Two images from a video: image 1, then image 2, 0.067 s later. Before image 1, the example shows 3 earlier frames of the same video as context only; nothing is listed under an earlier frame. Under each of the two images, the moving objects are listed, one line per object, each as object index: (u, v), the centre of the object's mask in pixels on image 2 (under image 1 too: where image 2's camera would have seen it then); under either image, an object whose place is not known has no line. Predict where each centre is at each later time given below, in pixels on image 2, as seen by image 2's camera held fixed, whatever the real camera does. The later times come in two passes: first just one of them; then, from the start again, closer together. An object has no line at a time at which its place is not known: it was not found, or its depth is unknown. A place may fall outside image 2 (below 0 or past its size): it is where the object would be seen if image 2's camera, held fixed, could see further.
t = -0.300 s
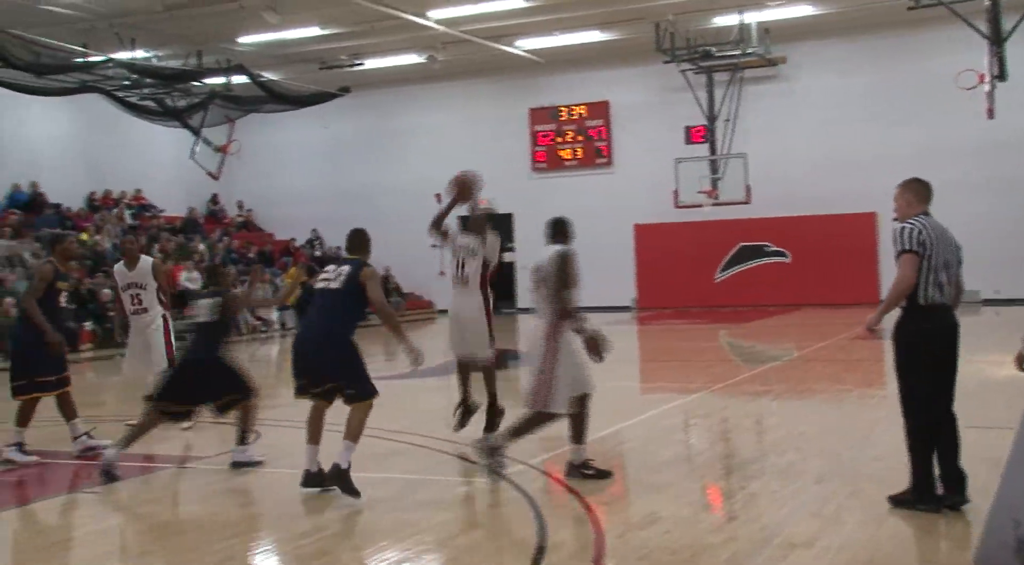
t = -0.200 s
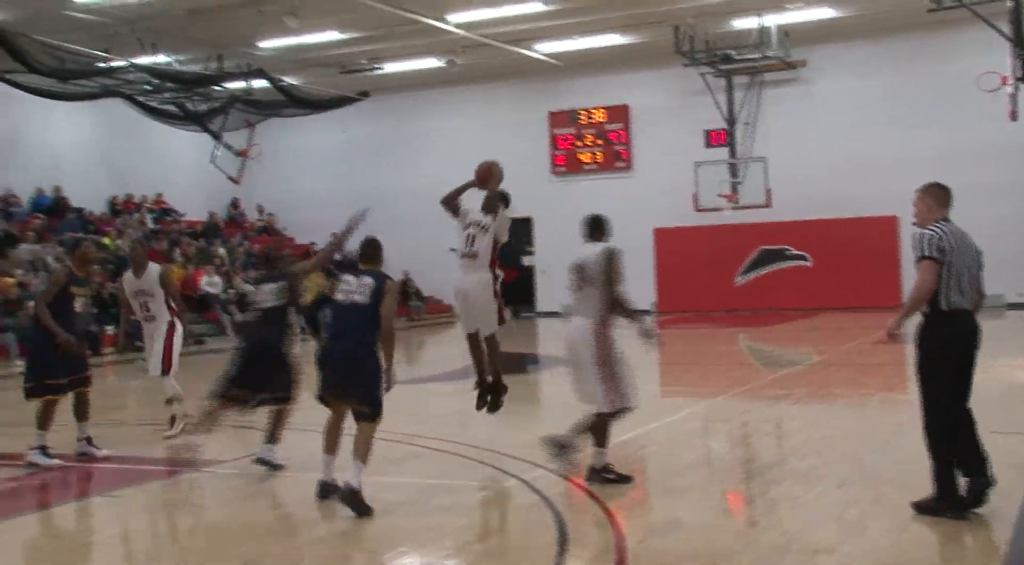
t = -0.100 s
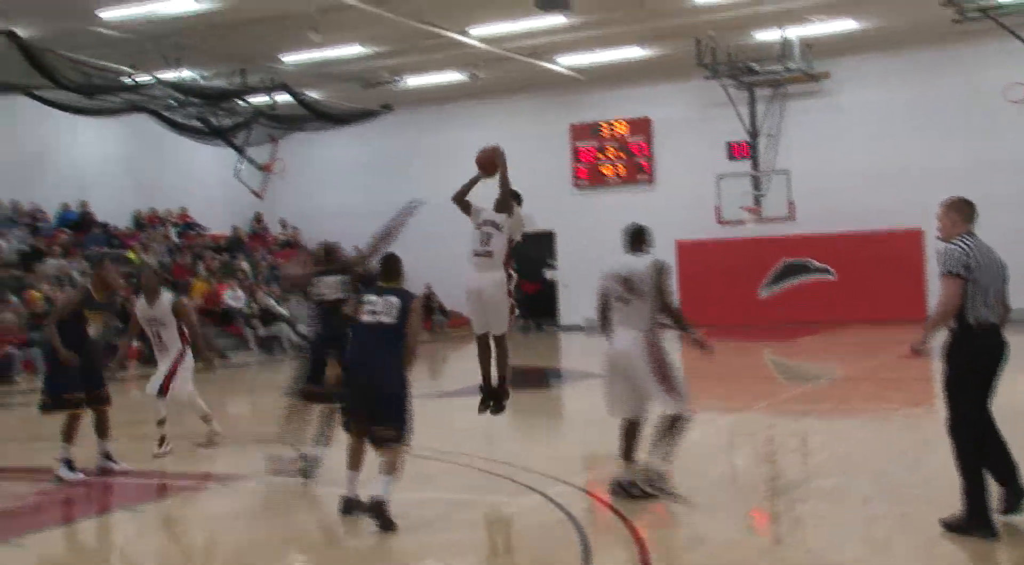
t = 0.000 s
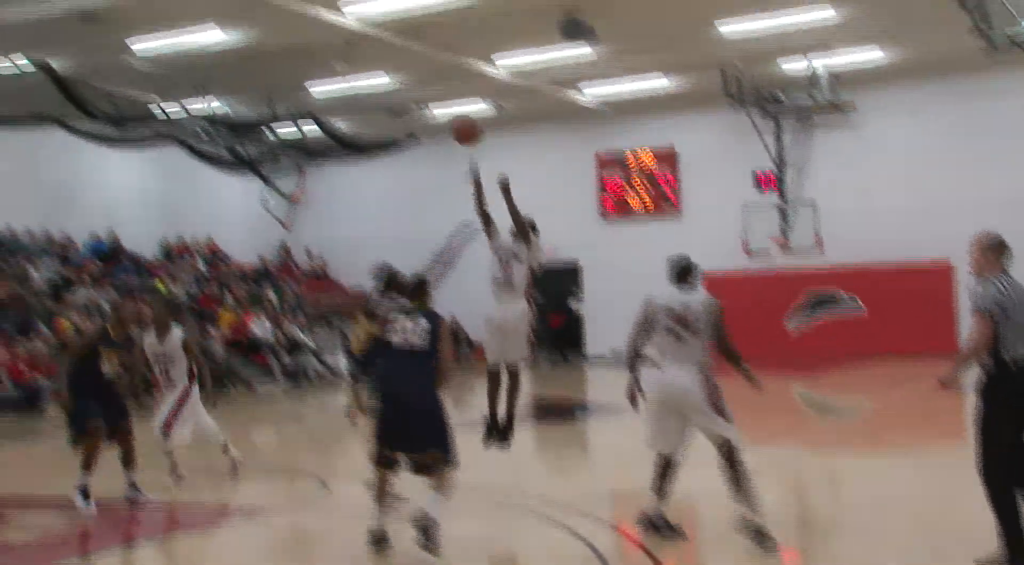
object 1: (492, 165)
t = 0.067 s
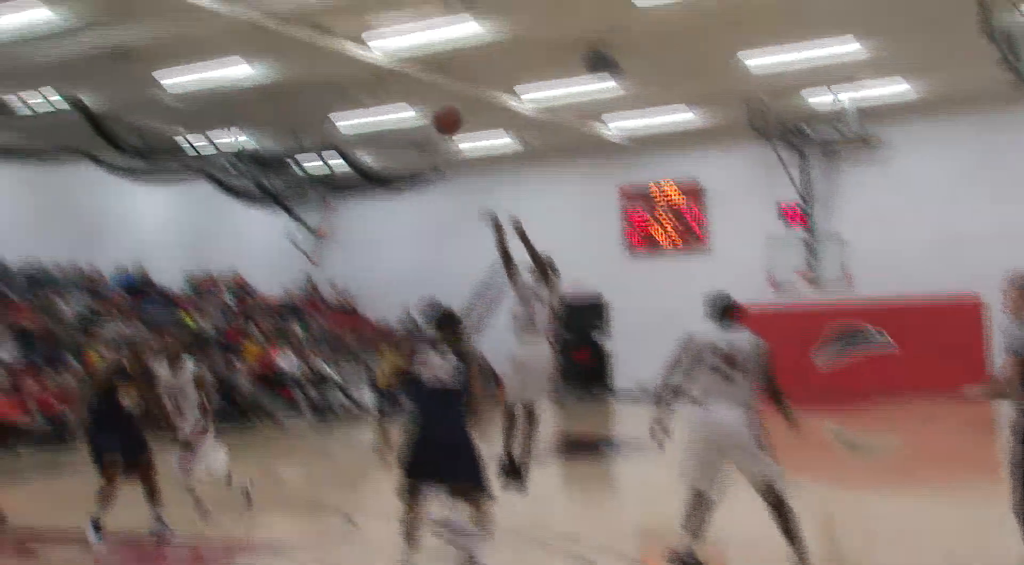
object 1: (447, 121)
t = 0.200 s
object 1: (358, 46)
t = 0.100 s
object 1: (425, 101)
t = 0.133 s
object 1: (403, 81)
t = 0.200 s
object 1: (358, 46)
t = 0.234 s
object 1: (336, 29)
